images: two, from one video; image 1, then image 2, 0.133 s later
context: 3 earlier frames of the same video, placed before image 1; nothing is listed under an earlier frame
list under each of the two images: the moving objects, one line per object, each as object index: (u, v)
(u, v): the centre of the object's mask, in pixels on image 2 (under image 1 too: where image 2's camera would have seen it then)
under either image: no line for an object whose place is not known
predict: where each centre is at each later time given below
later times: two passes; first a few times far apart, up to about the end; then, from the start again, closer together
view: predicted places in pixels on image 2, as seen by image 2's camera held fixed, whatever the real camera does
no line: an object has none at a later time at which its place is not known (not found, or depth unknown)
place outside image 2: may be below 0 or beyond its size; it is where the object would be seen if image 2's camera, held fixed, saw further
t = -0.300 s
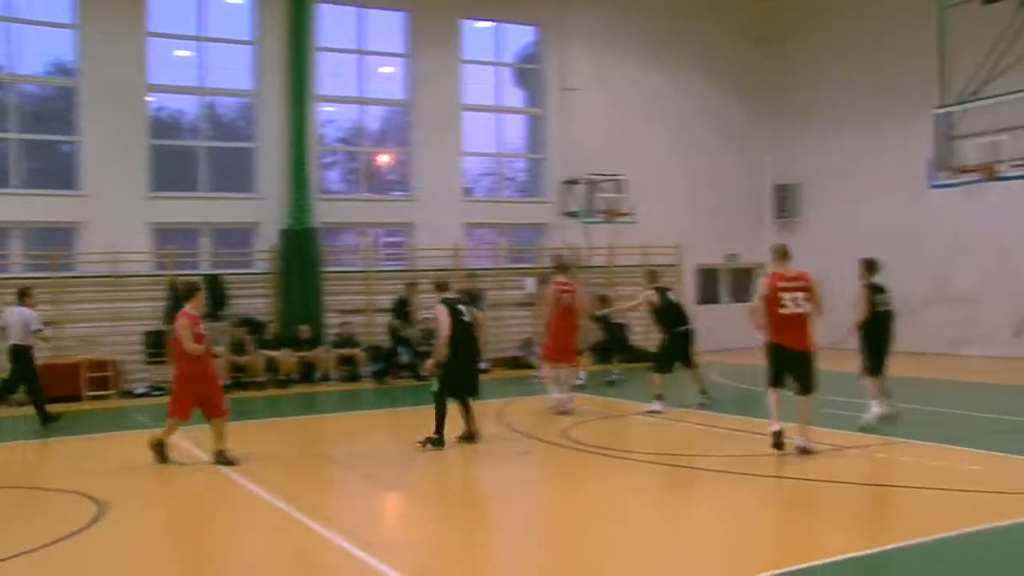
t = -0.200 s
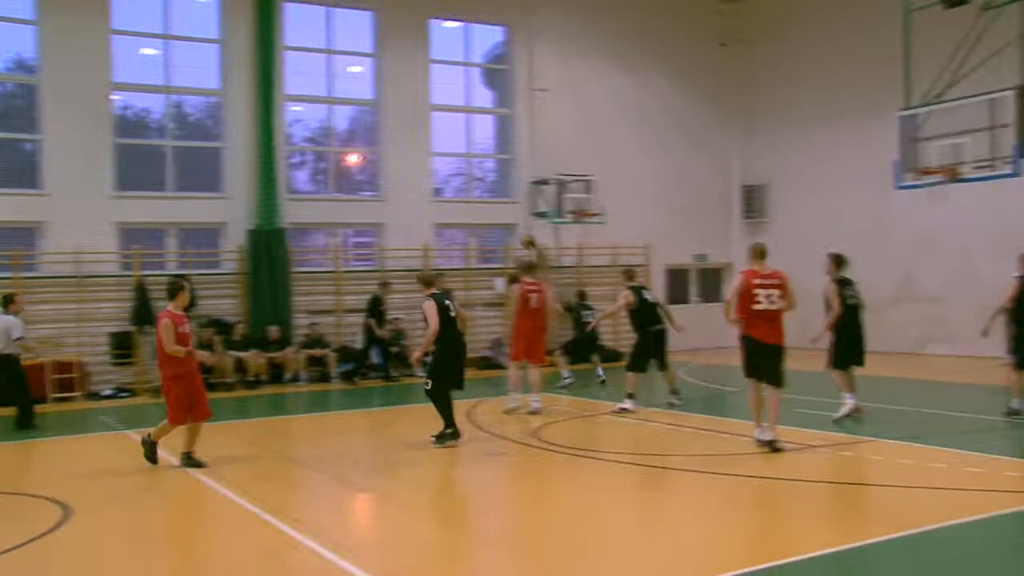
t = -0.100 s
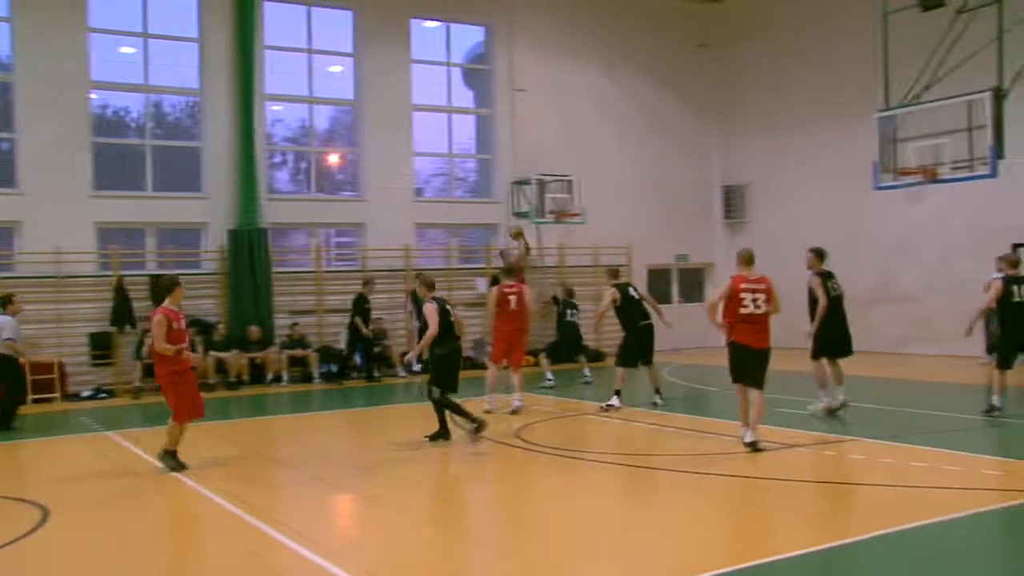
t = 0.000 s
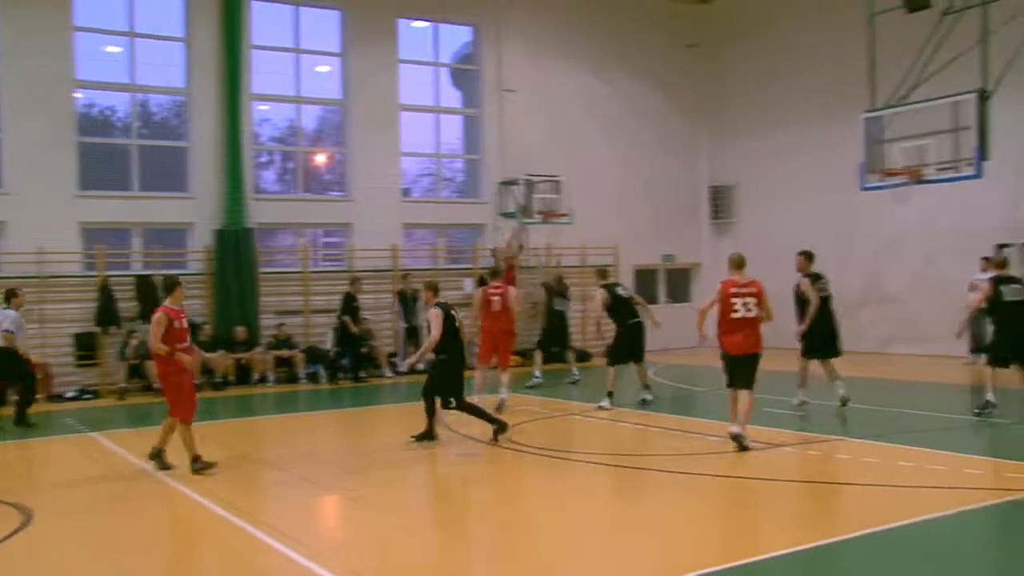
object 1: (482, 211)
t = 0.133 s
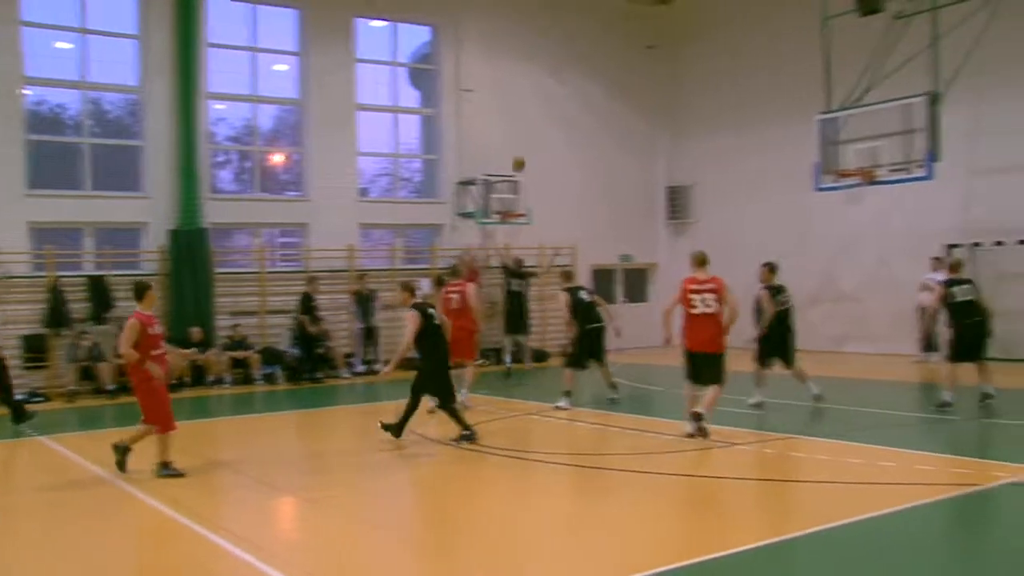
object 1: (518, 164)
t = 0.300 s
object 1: (567, 123)
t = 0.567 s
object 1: (650, 89)
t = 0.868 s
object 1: (756, 105)
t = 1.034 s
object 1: (820, 141)
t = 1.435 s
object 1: (815, 147)
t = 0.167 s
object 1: (528, 155)
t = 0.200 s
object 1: (537, 146)
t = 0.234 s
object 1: (545, 138)
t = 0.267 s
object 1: (556, 130)
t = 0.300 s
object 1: (567, 123)
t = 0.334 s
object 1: (575, 118)
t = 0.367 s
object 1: (586, 111)
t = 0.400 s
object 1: (599, 108)
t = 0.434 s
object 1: (607, 105)
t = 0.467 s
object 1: (617, 96)
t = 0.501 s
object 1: (629, 95)
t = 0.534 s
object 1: (639, 92)
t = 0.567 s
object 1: (650, 89)
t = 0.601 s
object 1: (662, 88)
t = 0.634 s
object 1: (671, 89)
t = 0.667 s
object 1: (684, 88)
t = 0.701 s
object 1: (695, 89)
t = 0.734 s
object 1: (707, 92)
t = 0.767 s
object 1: (718, 94)
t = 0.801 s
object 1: (732, 97)
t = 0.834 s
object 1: (743, 103)
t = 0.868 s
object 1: (756, 105)
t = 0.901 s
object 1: (770, 112)
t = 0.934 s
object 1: (782, 120)
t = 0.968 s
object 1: (796, 126)
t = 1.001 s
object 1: (809, 133)
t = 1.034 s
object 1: (820, 141)
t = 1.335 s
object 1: (829, 151)
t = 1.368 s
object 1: (825, 149)
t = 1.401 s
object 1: (819, 145)
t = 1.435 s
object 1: (815, 147)
